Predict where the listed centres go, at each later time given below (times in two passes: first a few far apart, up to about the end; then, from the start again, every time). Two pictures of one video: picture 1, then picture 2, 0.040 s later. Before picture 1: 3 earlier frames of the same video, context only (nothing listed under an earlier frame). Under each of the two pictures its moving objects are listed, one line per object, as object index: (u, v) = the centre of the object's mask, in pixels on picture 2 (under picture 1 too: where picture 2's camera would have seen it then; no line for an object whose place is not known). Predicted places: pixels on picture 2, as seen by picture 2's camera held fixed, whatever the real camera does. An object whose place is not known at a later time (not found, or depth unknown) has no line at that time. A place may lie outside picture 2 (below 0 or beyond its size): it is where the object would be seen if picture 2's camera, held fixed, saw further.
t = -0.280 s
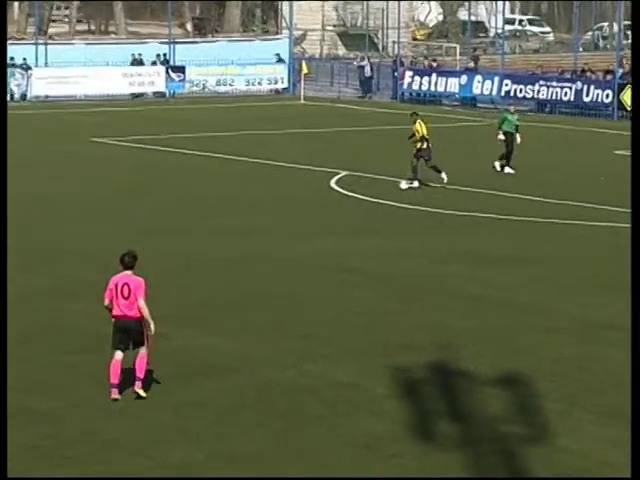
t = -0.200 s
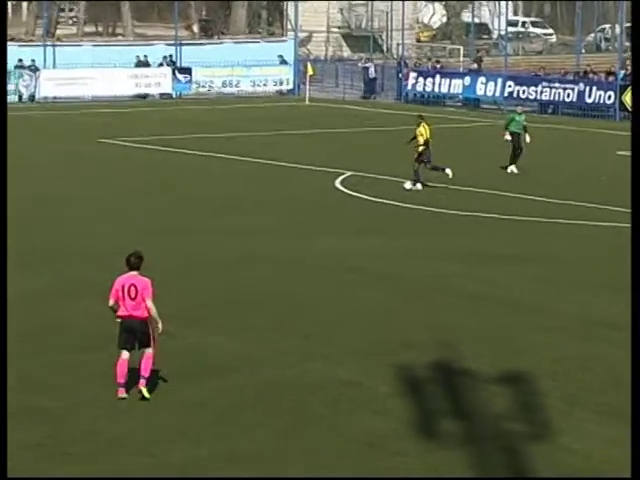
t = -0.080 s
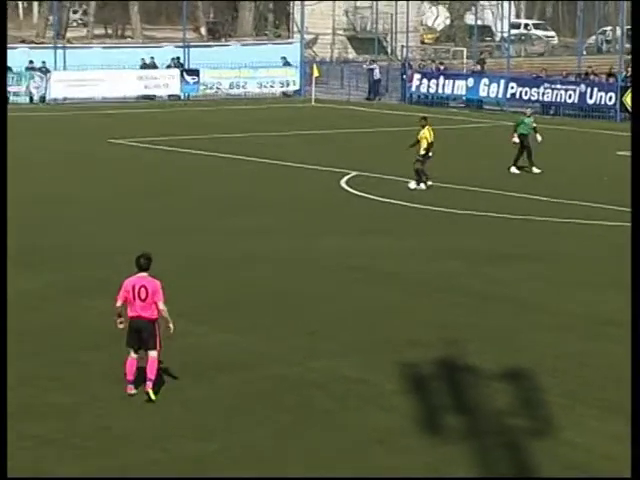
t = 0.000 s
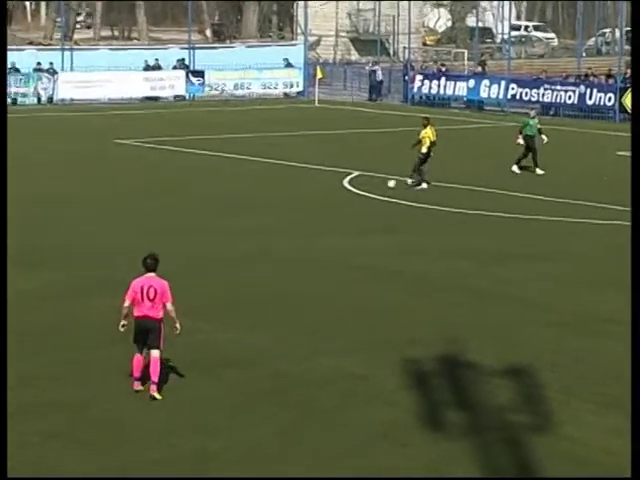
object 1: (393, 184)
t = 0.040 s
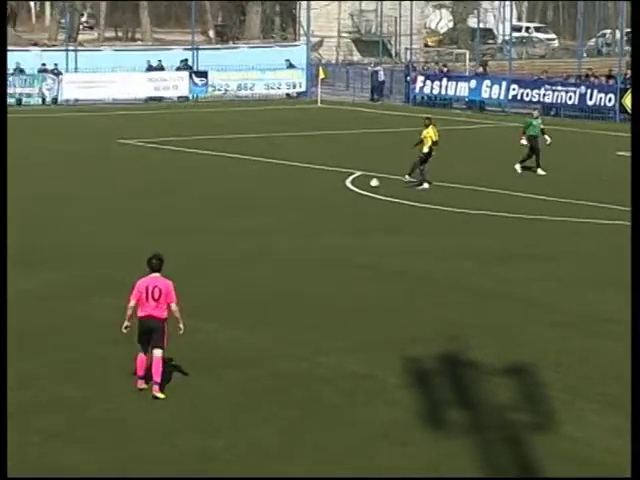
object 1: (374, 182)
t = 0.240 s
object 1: (284, 178)
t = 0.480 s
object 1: (201, 172)
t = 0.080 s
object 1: (354, 181)
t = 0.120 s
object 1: (335, 180)
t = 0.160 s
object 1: (318, 180)
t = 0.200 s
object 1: (300, 179)
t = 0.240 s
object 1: (284, 178)
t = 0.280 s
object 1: (269, 177)
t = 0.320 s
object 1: (254, 176)
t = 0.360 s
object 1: (240, 176)
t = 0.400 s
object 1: (226, 175)
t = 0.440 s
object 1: (213, 174)
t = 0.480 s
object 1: (201, 172)
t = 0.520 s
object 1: (190, 172)
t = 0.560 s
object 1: (178, 172)
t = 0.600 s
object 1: (167, 172)
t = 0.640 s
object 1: (157, 171)
